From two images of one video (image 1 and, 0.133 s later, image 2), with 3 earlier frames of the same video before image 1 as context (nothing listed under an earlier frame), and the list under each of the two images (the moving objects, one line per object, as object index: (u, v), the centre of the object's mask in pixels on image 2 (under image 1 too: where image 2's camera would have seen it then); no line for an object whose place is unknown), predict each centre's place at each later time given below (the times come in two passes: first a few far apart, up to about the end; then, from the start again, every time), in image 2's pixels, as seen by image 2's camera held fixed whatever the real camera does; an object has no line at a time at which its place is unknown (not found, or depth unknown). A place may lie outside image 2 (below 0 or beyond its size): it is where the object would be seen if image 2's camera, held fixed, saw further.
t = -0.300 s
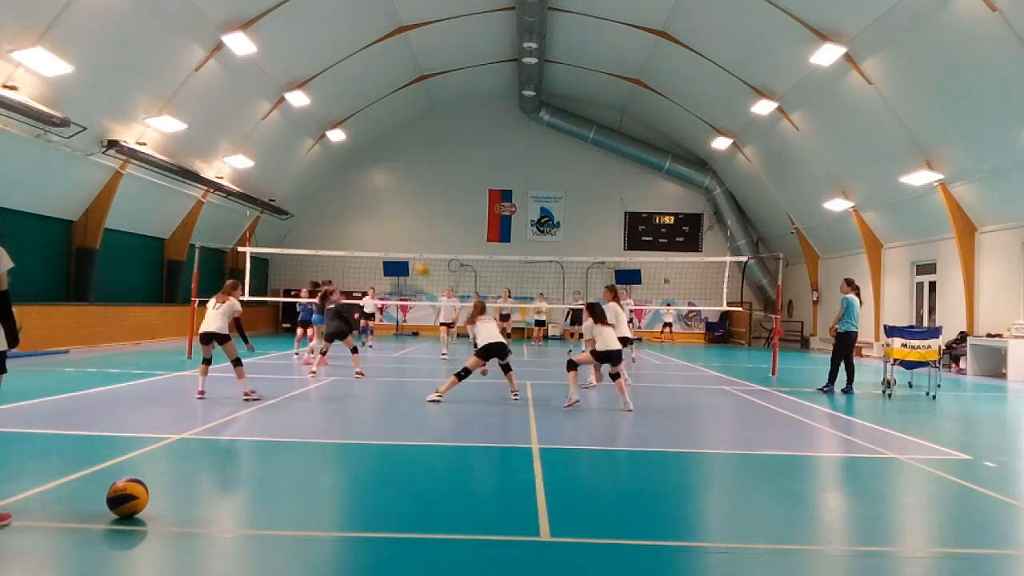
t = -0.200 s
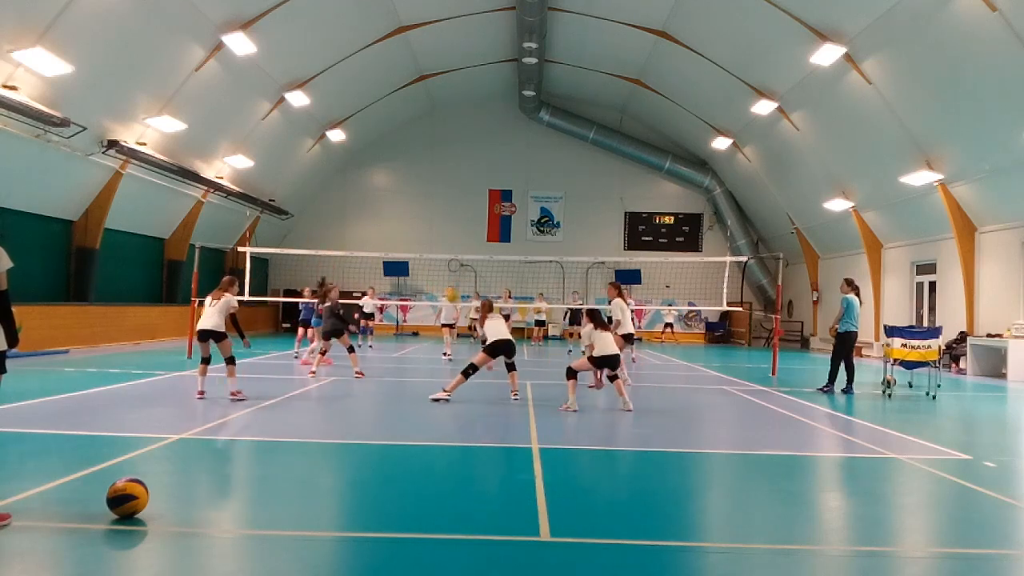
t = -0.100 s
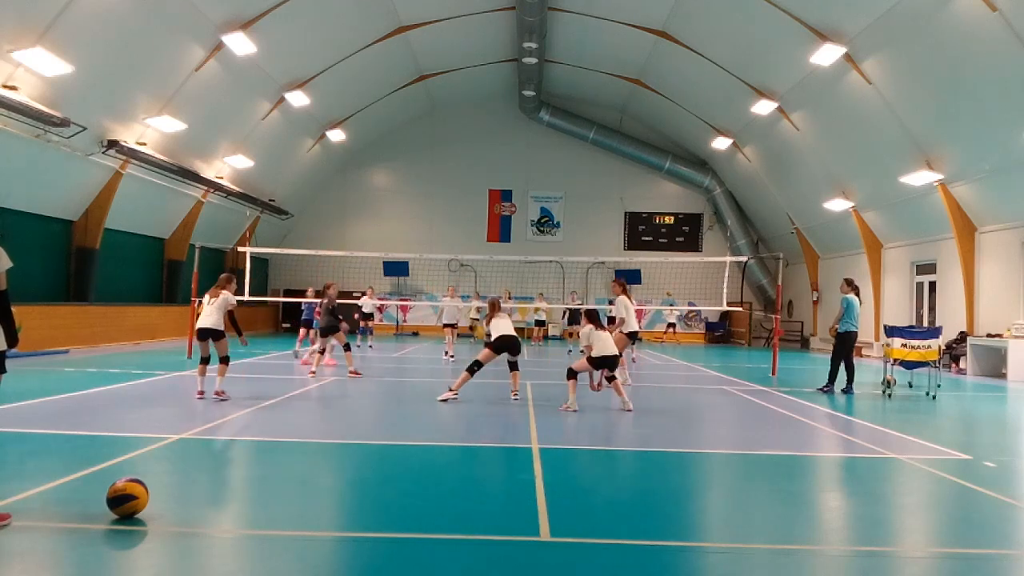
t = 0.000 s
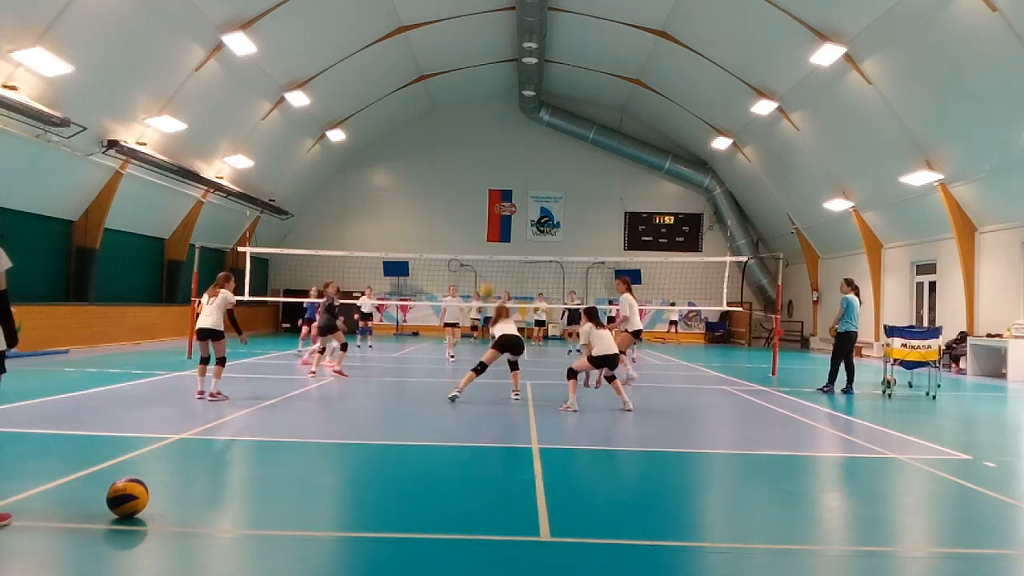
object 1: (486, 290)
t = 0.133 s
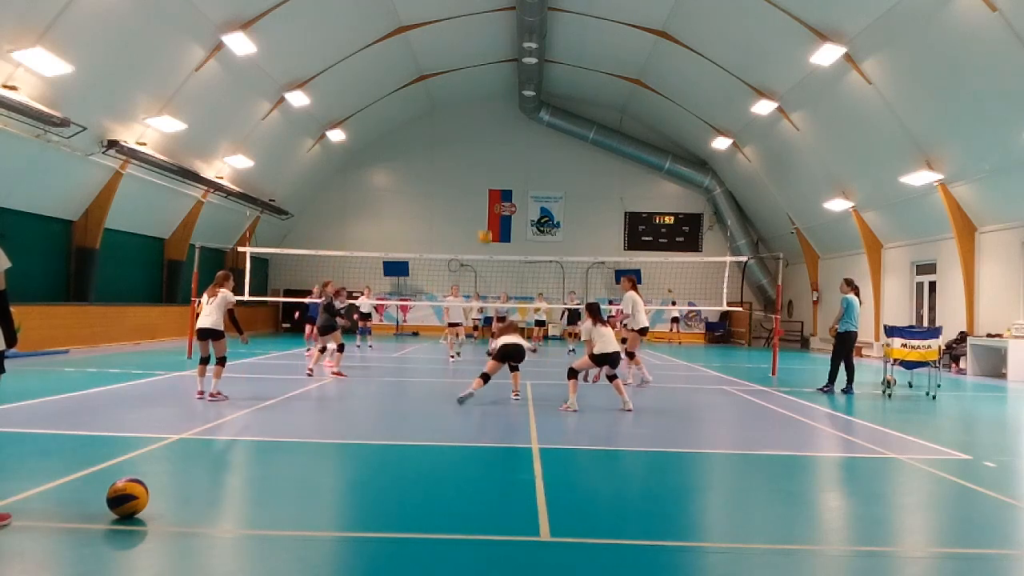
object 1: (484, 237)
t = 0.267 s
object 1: (481, 198)
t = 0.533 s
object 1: (475, 163)
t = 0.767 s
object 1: (470, 168)
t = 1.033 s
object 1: (463, 205)
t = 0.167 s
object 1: (483, 225)
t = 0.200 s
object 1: (482, 216)
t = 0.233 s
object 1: (482, 207)
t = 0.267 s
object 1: (481, 198)
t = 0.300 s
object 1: (480, 192)
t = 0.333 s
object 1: (480, 185)
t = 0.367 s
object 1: (479, 179)
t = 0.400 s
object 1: (479, 175)
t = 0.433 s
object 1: (478, 172)
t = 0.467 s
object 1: (477, 168)
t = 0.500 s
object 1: (476, 166)
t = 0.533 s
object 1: (475, 163)
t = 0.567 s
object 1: (475, 163)
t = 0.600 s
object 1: (474, 162)
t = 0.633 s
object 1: (473, 162)
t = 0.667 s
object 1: (473, 163)
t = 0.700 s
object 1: (472, 164)
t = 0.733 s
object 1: (471, 166)
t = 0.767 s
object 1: (470, 168)
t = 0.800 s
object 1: (469, 171)
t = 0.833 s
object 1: (468, 175)
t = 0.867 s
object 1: (467, 179)
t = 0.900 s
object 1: (467, 183)
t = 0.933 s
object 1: (466, 187)
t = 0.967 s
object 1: (465, 193)
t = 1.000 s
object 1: (464, 199)
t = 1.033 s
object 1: (463, 205)
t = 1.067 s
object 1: (462, 211)
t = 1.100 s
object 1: (462, 218)
